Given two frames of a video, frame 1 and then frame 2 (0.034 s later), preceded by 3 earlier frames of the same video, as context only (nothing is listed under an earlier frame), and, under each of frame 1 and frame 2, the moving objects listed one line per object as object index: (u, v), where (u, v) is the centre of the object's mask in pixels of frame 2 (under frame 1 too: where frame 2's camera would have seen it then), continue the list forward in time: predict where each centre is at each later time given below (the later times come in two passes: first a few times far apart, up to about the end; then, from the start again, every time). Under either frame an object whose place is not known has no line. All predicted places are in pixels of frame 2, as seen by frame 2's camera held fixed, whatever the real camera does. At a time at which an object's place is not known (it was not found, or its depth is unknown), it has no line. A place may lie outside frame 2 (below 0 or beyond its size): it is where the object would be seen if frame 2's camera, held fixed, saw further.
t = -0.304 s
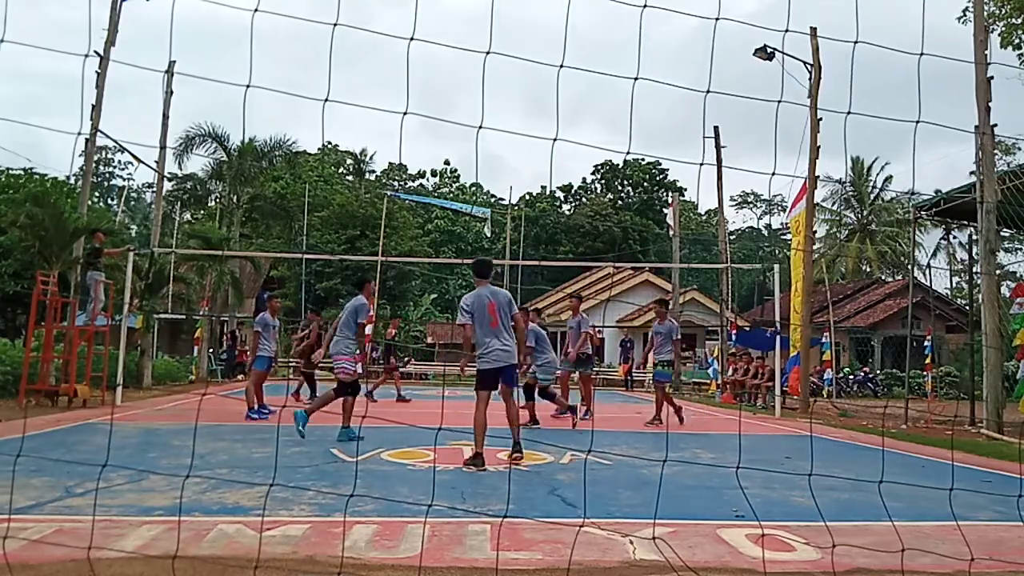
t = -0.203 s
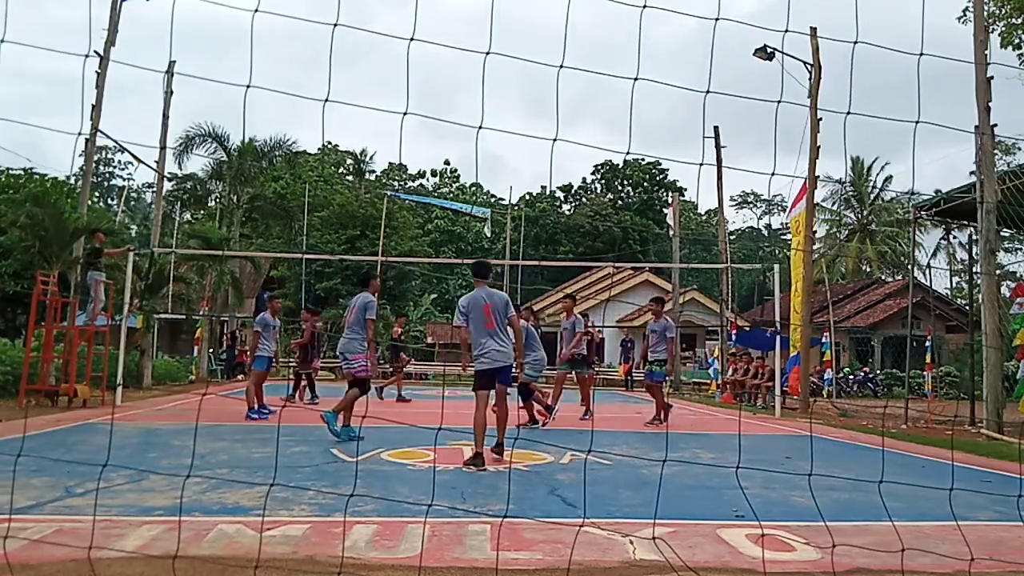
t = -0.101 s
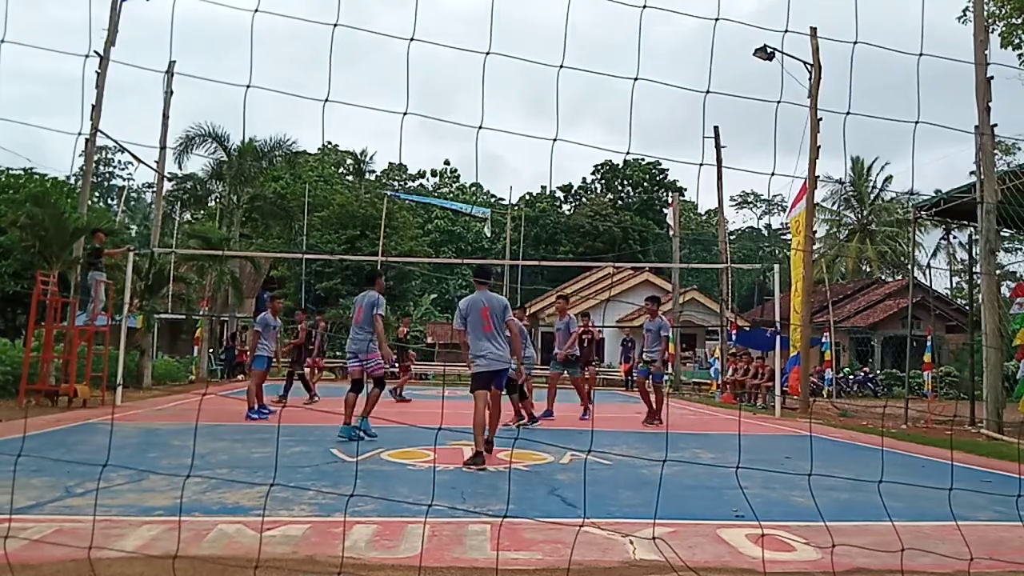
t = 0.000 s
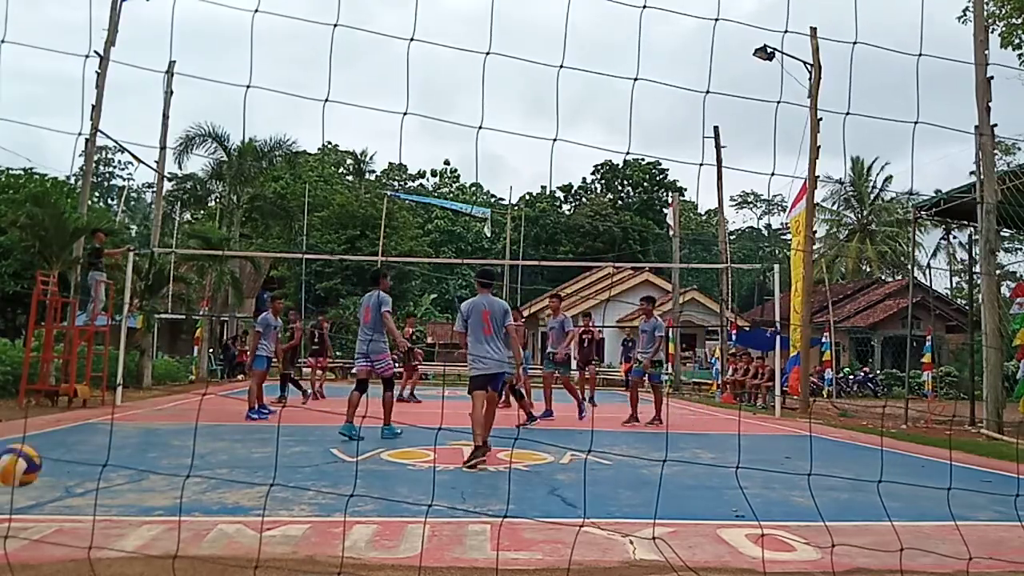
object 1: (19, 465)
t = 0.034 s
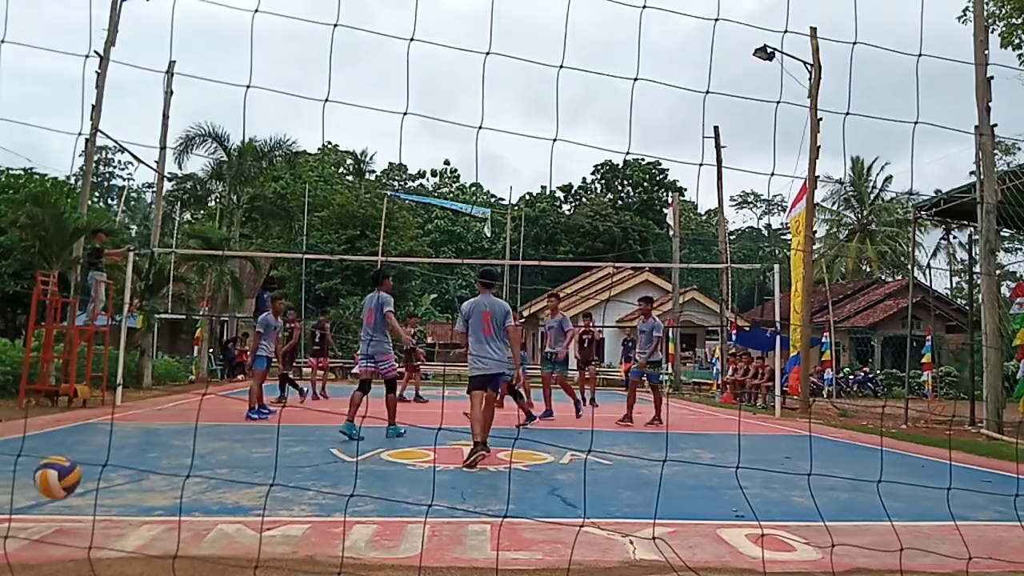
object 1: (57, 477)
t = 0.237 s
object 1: (226, 481)
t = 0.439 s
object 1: (339, 474)
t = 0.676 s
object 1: (459, 500)
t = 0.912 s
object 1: (570, 504)
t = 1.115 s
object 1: (666, 509)
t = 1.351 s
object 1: (779, 537)
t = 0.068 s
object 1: (96, 491)
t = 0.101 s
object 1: (136, 506)
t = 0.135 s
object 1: (168, 515)
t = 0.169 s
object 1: (189, 501)
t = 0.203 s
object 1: (207, 490)
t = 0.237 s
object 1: (226, 481)
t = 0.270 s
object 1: (246, 474)
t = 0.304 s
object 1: (265, 469)
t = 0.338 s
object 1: (284, 467)
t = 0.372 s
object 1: (302, 467)
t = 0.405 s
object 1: (321, 469)
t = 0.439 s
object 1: (339, 474)
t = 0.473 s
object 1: (357, 482)
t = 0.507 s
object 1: (375, 491)
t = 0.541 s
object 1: (392, 502)
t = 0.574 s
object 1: (411, 516)
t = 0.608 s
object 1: (427, 519)
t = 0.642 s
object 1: (444, 508)
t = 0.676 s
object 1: (459, 500)
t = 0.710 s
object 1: (476, 493)
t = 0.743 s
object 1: (490, 490)
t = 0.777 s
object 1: (507, 488)
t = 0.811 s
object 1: (522, 488)
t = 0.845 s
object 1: (539, 492)
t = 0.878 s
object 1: (554, 496)
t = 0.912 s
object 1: (570, 504)
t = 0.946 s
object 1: (586, 514)
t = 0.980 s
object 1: (601, 527)
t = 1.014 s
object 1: (617, 527)
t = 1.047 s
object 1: (633, 519)
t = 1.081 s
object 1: (649, 513)
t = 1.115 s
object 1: (666, 509)
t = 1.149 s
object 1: (681, 507)
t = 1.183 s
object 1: (698, 507)
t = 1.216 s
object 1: (715, 511)
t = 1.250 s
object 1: (731, 516)
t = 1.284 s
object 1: (747, 525)
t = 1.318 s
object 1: (763, 535)
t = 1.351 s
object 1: (779, 537)
